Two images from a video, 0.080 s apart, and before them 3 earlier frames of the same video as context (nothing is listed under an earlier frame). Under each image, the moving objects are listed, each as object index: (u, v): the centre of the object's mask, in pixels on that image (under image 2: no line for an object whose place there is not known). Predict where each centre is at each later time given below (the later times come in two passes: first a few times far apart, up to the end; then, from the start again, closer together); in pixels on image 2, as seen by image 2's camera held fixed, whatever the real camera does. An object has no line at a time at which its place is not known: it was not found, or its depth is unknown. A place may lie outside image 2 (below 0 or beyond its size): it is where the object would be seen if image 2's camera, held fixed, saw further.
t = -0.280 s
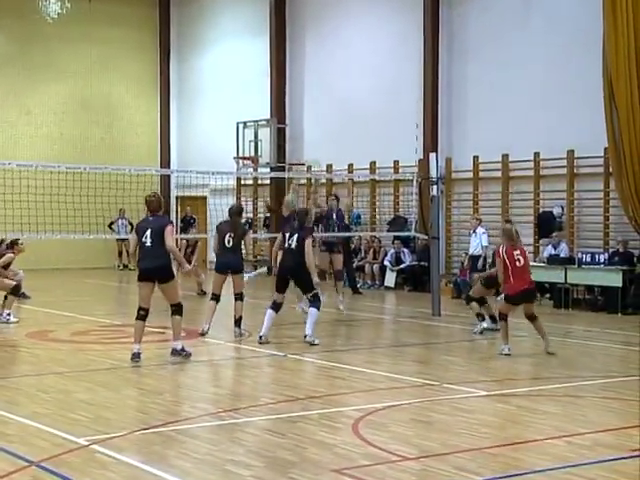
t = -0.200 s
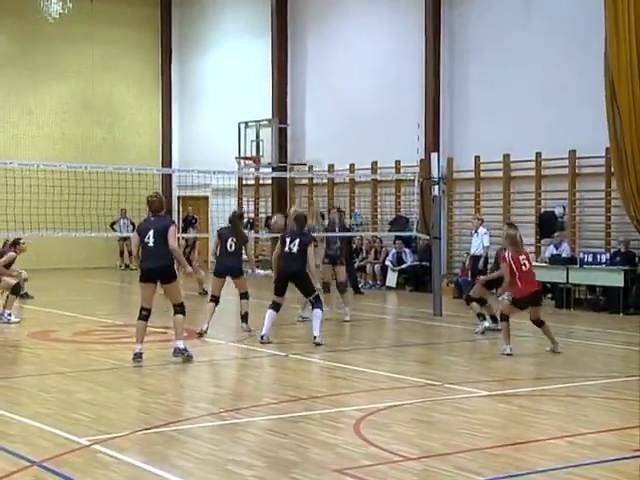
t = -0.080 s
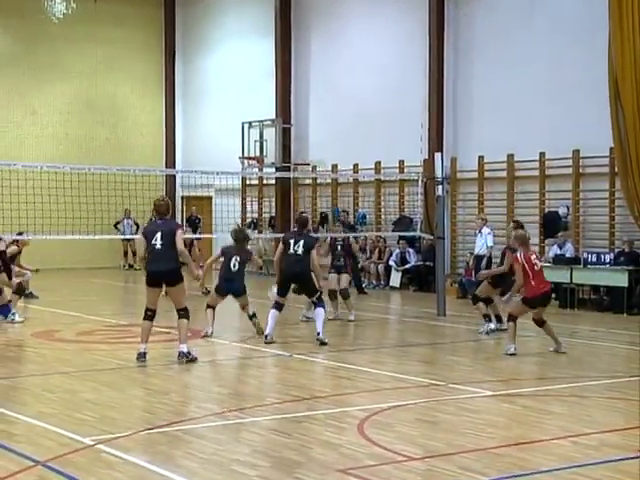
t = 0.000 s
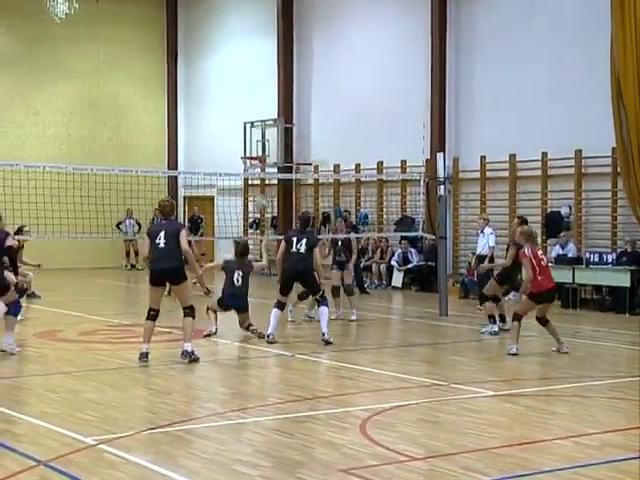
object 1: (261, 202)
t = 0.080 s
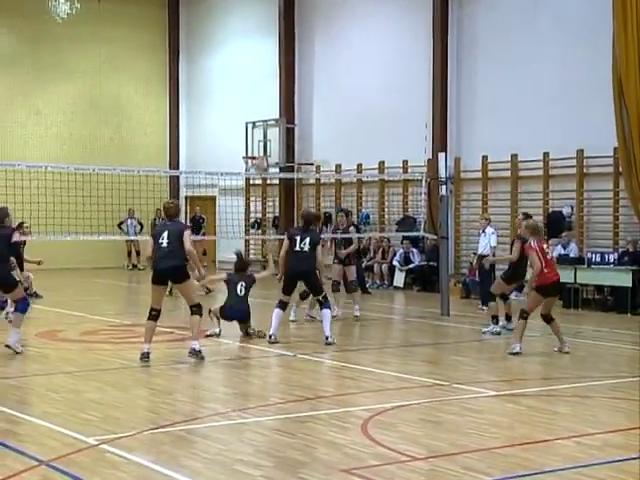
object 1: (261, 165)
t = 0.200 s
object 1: (258, 114)
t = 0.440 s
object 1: (252, 39)
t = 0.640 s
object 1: (246, 6)
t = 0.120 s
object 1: (260, 150)
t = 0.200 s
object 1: (258, 114)
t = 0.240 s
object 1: (257, 99)
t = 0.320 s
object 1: (256, 72)
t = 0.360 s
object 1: (254, 60)
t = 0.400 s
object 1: (253, 49)
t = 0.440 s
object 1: (252, 39)
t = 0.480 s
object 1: (250, 30)
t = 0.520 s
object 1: (250, 21)
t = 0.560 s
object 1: (249, 15)
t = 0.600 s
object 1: (247, 9)
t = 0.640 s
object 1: (246, 6)
